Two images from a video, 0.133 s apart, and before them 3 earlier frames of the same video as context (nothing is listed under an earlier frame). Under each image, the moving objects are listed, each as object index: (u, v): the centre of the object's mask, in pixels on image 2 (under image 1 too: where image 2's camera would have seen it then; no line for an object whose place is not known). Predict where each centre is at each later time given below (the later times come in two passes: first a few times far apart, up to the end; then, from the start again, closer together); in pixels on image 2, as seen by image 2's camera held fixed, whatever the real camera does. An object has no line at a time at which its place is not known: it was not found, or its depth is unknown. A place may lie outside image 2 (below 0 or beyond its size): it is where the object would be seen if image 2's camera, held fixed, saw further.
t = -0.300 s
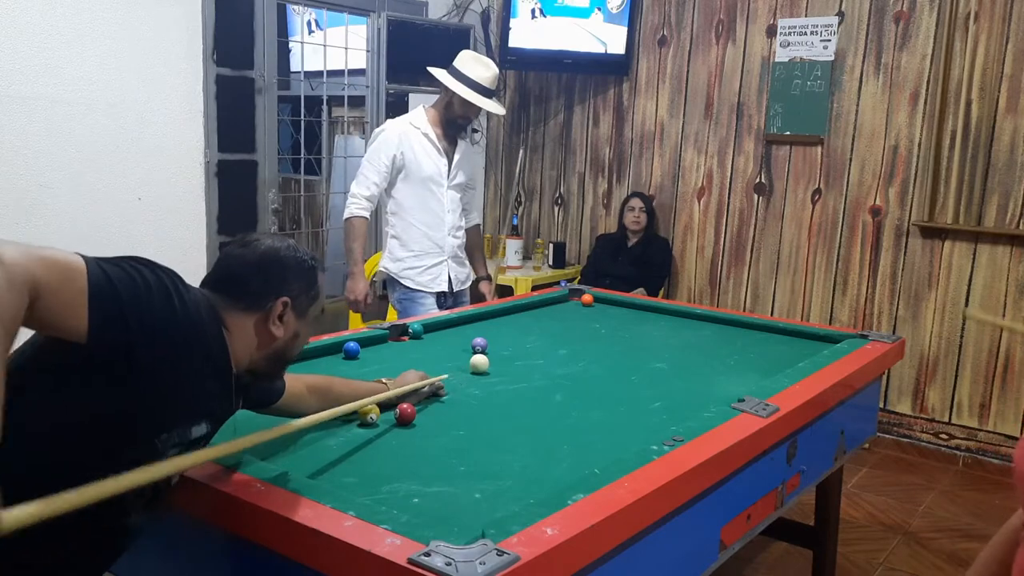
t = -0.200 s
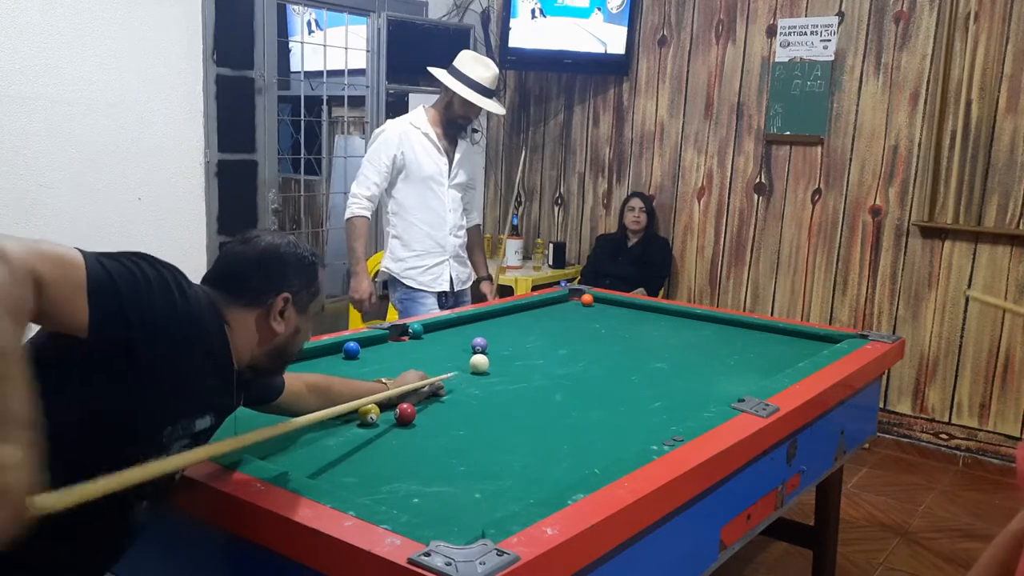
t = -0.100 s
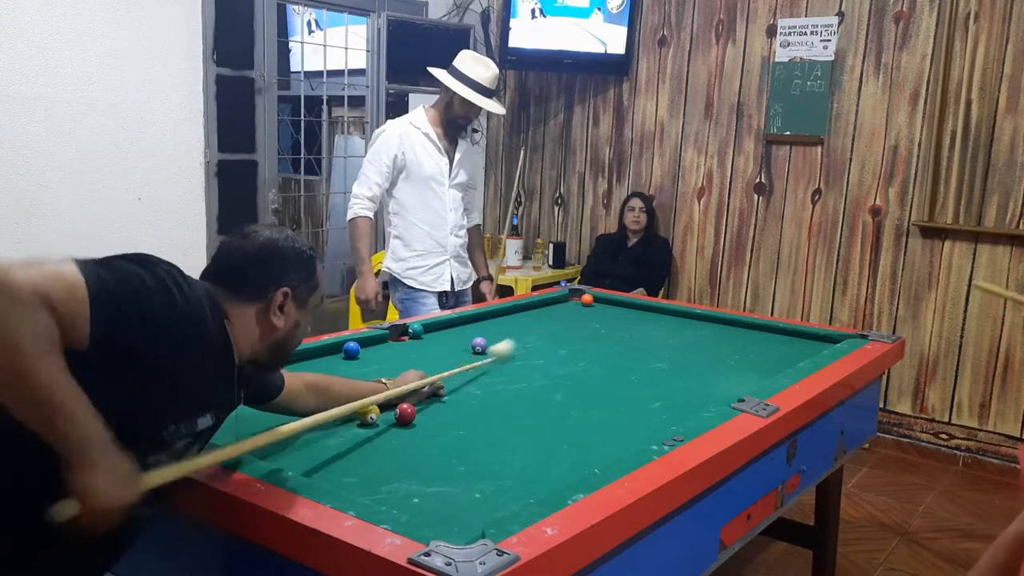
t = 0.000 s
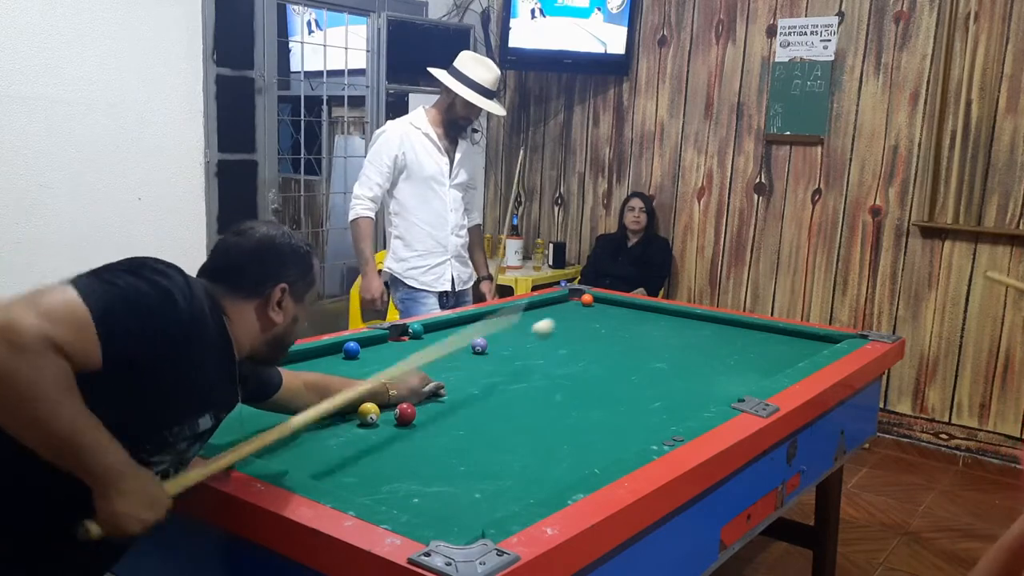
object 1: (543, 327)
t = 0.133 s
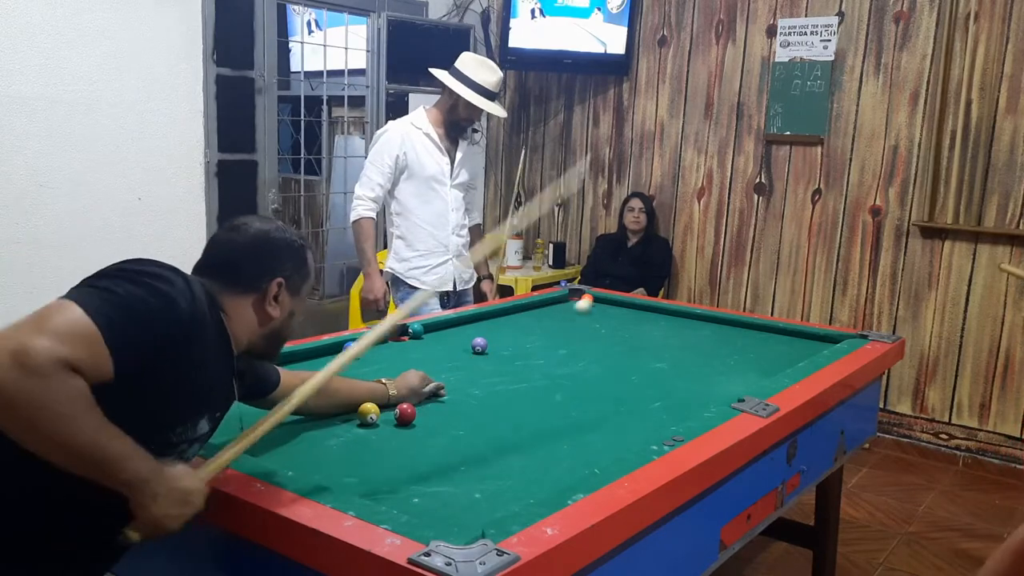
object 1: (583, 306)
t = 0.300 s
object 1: (615, 306)
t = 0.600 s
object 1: (616, 323)
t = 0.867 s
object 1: (616, 339)
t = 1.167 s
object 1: (616, 361)
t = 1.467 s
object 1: (614, 385)
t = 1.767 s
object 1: (611, 415)
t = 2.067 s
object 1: (606, 449)
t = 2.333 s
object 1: (555, 468)
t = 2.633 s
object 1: (479, 485)
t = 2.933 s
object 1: (403, 499)
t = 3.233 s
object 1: (400, 484)
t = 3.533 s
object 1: (407, 466)
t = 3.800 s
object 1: (413, 452)
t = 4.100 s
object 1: (416, 440)
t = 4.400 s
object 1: (419, 431)
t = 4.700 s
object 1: (430, 423)
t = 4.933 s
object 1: (430, 419)
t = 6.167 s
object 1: (432, 412)
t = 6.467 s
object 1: (432, 412)
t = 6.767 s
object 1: (432, 412)
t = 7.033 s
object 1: (432, 412)
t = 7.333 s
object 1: (432, 412)
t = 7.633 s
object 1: (432, 412)
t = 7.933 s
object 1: (432, 412)
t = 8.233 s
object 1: (432, 412)
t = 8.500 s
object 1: (432, 412)
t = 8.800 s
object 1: (432, 412)
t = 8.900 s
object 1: (432, 412)
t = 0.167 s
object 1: (593, 301)
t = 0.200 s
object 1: (605, 301)
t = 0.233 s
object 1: (614, 301)
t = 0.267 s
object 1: (615, 302)
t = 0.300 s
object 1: (615, 306)
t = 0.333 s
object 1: (615, 308)
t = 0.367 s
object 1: (615, 310)
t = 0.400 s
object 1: (615, 312)
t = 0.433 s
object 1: (616, 314)
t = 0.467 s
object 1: (616, 316)
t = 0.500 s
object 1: (616, 317)
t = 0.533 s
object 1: (616, 319)
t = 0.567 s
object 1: (616, 321)
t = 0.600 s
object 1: (616, 323)
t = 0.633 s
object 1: (616, 325)
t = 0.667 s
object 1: (616, 327)
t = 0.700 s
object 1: (616, 329)
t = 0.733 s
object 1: (616, 331)
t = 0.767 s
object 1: (616, 333)
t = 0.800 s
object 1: (616, 335)
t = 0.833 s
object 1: (616, 337)
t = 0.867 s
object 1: (616, 339)
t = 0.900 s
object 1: (616, 342)
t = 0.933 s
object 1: (616, 344)
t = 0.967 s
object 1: (616, 346)
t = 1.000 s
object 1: (616, 348)
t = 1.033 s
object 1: (616, 351)
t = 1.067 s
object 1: (616, 353)
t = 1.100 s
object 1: (616, 356)
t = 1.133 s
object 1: (616, 358)
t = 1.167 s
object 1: (616, 361)
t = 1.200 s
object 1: (616, 363)
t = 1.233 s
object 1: (616, 366)
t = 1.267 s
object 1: (615, 368)
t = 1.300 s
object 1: (615, 371)
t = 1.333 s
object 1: (615, 374)
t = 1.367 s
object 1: (615, 377)
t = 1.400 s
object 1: (614, 380)
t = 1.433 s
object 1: (614, 382)
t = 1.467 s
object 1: (614, 385)
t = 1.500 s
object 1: (614, 388)
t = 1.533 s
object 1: (613, 391)
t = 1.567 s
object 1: (613, 395)
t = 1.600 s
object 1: (613, 398)
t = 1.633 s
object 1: (612, 401)
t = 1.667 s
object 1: (612, 405)
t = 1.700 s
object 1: (611, 408)
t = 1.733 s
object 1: (611, 411)
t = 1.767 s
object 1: (611, 415)
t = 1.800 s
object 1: (610, 419)
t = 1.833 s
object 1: (610, 422)
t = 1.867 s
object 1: (609, 426)
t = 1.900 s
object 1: (609, 430)
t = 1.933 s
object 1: (609, 434)
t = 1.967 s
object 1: (608, 438)
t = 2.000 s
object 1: (608, 442)
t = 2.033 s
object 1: (607, 446)
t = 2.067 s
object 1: (606, 449)
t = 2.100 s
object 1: (606, 452)
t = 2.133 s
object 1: (602, 455)
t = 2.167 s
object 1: (594, 458)
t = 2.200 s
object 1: (586, 460)
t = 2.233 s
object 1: (578, 462)
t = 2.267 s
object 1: (570, 464)
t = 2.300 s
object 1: (563, 466)
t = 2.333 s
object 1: (555, 468)
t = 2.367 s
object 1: (546, 470)
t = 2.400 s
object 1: (538, 472)
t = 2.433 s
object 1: (530, 474)
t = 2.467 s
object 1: (522, 476)
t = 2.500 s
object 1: (513, 477)
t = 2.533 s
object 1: (505, 479)
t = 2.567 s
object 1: (497, 481)
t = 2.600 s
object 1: (488, 483)
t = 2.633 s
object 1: (479, 485)
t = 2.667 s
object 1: (471, 487)
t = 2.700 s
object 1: (463, 489)
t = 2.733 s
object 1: (454, 490)
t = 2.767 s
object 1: (445, 492)
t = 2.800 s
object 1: (437, 494)
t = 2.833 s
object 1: (428, 496)
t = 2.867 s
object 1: (419, 498)
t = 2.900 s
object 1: (411, 499)
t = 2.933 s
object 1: (403, 499)
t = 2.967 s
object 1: (394, 500)
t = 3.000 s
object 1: (392, 498)
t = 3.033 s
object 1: (394, 497)
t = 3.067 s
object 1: (395, 496)
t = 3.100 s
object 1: (396, 494)
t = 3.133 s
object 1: (397, 492)
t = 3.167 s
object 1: (398, 489)
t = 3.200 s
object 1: (399, 487)
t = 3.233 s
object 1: (400, 484)
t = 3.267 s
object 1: (401, 482)
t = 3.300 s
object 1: (402, 480)
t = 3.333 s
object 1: (403, 478)
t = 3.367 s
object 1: (403, 476)
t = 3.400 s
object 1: (404, 474)
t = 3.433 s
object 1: (405, 472)
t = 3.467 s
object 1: (406, 470)
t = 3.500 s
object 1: (407, 468)
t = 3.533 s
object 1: (407, 466)
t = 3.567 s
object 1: (408, 464)
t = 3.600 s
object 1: (409, 463)
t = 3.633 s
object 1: (409, 461)
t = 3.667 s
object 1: (410, 459)
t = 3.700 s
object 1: (411, 457)
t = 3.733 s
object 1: (411, 456)
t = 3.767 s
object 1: (412, 454)
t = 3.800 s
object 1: (413, 452)
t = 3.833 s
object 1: (413, 451)
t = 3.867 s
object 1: (414, 449)
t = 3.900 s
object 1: (414, 448)
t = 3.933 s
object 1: (414, 447)
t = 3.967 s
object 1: (415, 445)
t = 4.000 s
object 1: (415, 444)
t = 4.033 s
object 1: (415, 443)
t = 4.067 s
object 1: (416, 441)
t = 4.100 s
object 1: (416, 440)
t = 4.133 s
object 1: (416, 439)
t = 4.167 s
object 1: (417, 438)
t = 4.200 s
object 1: (417, 437)
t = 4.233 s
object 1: (417, 436)
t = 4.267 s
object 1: (417, 434)
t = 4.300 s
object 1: (418, 433)
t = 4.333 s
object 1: (418, 432)
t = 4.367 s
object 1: (419, 432)
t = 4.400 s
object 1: (419, 431)
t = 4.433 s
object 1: (420, 430)
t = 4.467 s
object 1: (420, 429)
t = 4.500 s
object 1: (421, 428)
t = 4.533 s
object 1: (421, 427)
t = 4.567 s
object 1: (421, 426)
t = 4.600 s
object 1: (421, 425)
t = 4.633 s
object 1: (424, 424)
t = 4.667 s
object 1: (427, 424)
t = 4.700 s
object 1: (430, 423)
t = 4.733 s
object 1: (414, 421)
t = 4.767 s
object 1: (417, 421)
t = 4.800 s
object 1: (420, 420)
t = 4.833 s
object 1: (423, 419)
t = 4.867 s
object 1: (424, 418)
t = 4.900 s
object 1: (425, 417)
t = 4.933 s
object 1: (430, 419)
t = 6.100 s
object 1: (428, 412)
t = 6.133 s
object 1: (432, 412)
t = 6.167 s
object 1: (432, 412)
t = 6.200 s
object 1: (432, 412)
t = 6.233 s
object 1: (432, 412)
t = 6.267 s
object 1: (432, 412)
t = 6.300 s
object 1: (432, 412)
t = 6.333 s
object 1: (432, 412)
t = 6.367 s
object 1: (432, 412)
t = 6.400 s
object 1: (432, 412)
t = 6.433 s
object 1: (432, 412)
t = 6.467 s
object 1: (432, 412)
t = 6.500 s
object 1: (432, 412)
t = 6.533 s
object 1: (432, 412)
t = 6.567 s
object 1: (432, 412)
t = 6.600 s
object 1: (432, 412)
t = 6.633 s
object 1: (432, 412)
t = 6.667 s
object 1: (432, 412)
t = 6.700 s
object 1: (432, 412)
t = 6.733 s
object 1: (432, 412)
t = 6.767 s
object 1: (432, 412)
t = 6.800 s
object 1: (432, 412)
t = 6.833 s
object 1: (432, 412)
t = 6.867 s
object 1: (432, 412)
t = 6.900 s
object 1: (432, 412)
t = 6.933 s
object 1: (432, 412)
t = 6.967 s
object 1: (432, 412)
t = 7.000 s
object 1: (432, 412)
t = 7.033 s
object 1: (432, 412)
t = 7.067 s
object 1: (432, 412)
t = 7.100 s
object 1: (432, 412)
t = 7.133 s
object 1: (432, 412)
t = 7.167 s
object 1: (432, 412)
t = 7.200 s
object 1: (432, 412)
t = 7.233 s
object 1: (432, 412)
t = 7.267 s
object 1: (432, 412)
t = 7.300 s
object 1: (432, 412)
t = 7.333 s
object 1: (432, 412)
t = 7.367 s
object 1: (432, 412)
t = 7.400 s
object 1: (432, 412)
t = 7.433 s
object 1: (432, 412)
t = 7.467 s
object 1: (432, 412)
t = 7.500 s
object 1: (432, 412)
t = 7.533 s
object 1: (432, 412)
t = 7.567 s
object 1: (432, 412)
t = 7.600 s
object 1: (432, 412)
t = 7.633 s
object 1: (432, 412)
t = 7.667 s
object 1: (432, 412)
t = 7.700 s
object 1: (432, 412)
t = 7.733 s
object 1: (432, 412)
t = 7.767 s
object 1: (432, 412)
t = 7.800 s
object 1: (432, 412)
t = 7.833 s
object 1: (432, 412)
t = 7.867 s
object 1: (432, 412)
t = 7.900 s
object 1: (432, 412)
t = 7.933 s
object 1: (432, 412)
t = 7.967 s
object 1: (432, 412)
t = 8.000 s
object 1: (431, 412)
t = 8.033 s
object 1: (431, 413)
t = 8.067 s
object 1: (431, 413)
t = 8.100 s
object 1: (431, 413)
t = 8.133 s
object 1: (431, 413)
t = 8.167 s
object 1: (432, 412)
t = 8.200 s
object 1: (432, 412)
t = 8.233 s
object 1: (432, 412)
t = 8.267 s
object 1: (432, 412)
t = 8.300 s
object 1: (432, 412)
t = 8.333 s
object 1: (432, 412)
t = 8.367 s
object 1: (432, 412)
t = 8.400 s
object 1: (432, 412)
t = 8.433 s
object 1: (432, 412)
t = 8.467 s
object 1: (432, 412)
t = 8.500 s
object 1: (432, 412)
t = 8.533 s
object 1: (432, 412)
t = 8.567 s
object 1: (432, 412)
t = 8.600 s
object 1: (432, 412)
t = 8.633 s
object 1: (432, 412)
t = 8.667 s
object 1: (432, 412)
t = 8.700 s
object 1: (432, 412)
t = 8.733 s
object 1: (432, 412)
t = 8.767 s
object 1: (432, 412)
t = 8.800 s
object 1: (432, 412)
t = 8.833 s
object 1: (432, 412)
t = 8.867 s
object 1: (432, 412)
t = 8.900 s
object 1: (432, 412)
